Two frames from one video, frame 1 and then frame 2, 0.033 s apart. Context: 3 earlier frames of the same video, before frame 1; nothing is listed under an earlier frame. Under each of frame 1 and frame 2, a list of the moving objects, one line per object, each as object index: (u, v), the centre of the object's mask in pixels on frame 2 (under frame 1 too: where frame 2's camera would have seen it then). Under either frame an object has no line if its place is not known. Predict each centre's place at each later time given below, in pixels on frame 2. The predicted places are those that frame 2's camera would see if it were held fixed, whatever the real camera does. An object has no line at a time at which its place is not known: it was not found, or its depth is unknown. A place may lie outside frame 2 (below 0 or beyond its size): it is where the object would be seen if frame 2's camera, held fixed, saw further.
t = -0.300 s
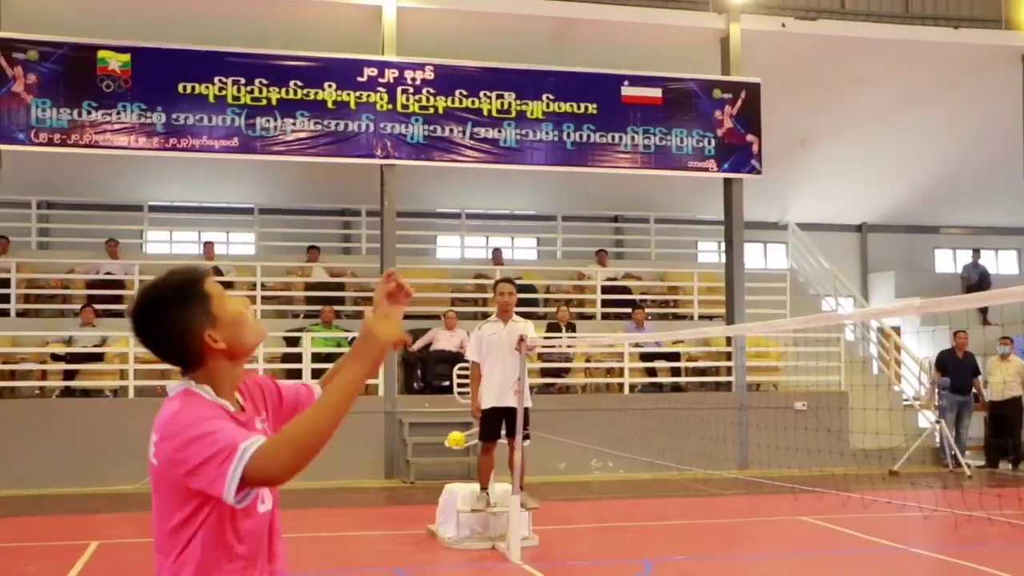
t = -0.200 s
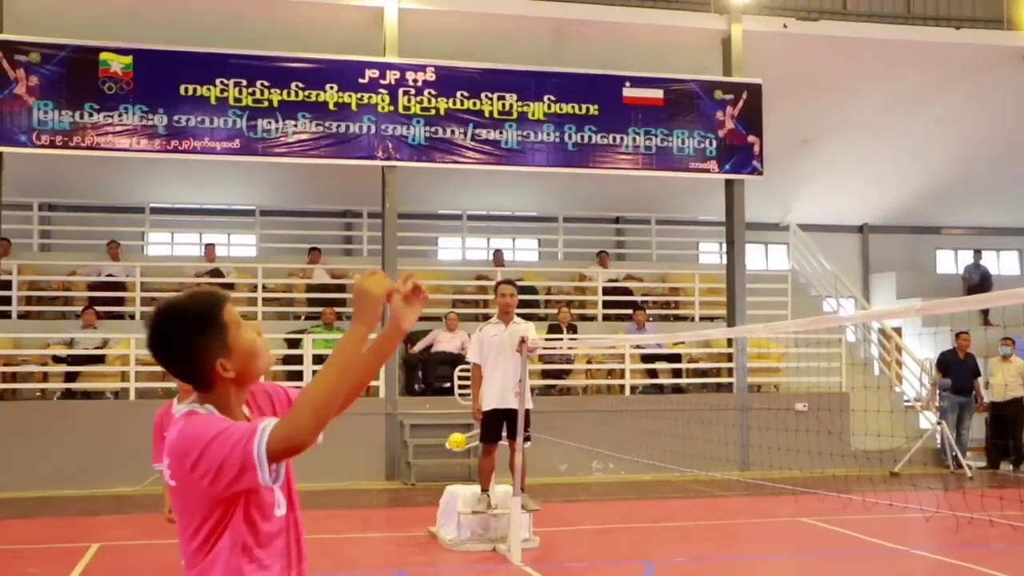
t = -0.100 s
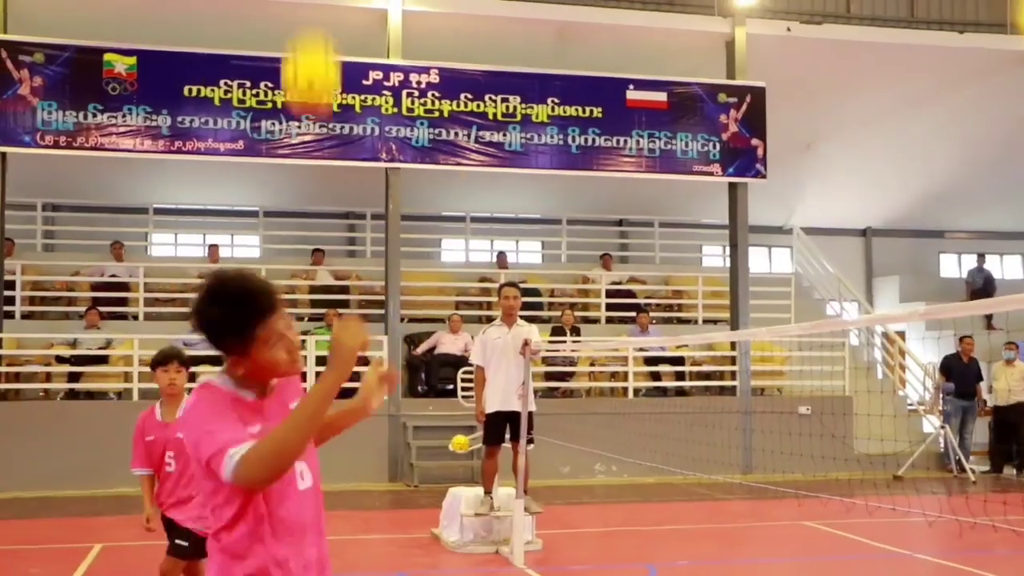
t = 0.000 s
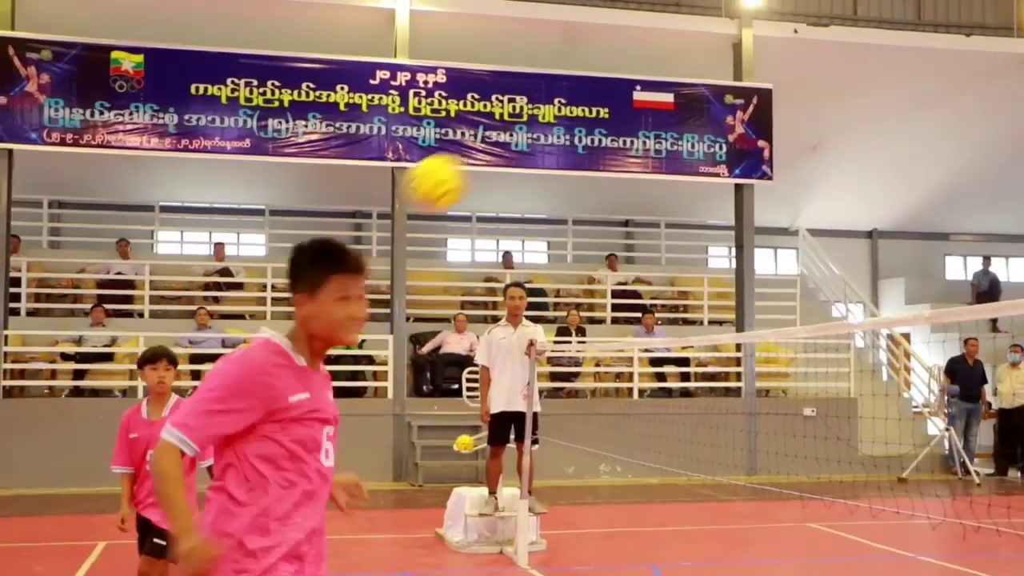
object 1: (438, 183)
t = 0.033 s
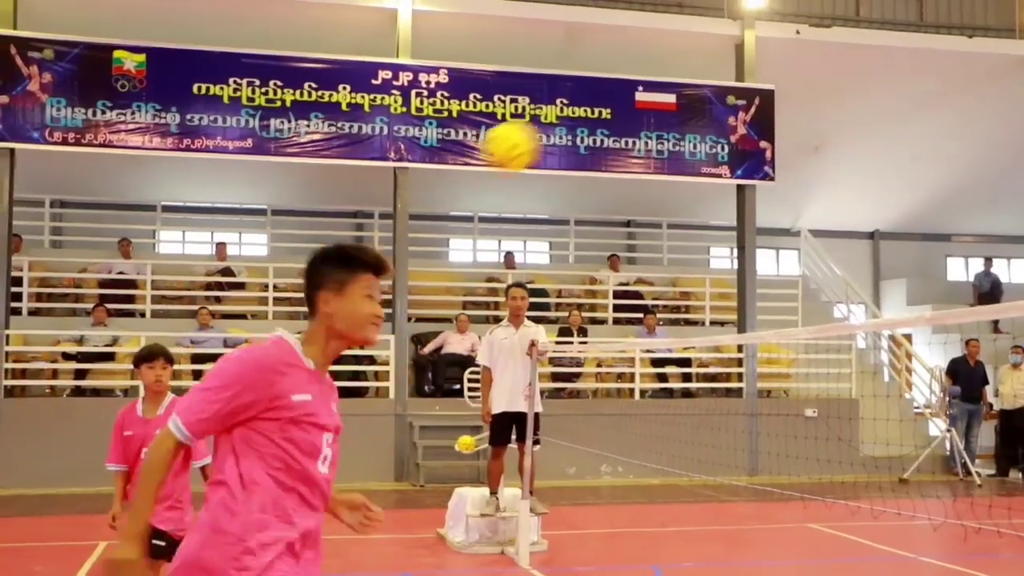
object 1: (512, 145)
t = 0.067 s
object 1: (576, 117)
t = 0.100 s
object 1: (630, 100)
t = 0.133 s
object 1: (684, 83)
